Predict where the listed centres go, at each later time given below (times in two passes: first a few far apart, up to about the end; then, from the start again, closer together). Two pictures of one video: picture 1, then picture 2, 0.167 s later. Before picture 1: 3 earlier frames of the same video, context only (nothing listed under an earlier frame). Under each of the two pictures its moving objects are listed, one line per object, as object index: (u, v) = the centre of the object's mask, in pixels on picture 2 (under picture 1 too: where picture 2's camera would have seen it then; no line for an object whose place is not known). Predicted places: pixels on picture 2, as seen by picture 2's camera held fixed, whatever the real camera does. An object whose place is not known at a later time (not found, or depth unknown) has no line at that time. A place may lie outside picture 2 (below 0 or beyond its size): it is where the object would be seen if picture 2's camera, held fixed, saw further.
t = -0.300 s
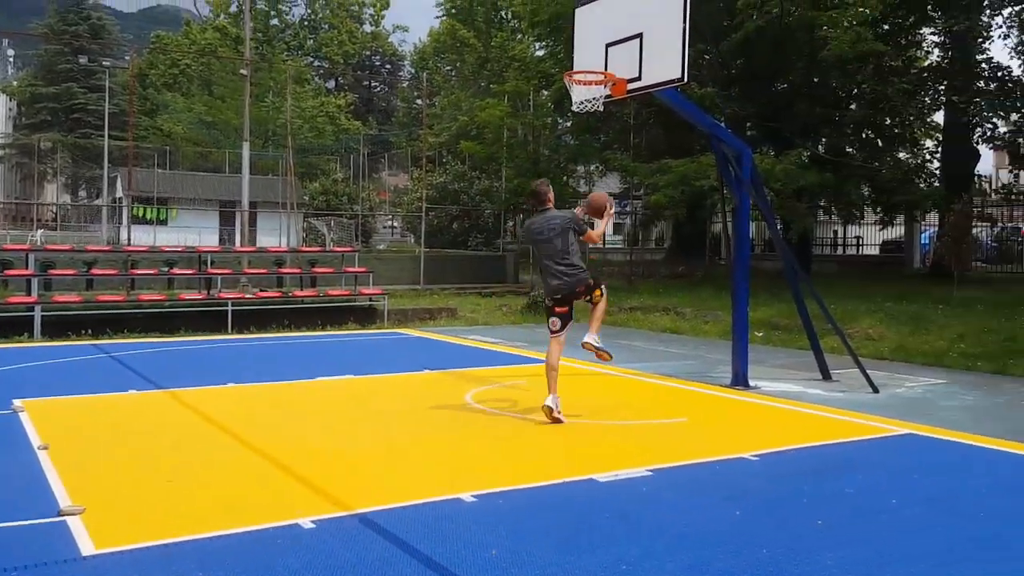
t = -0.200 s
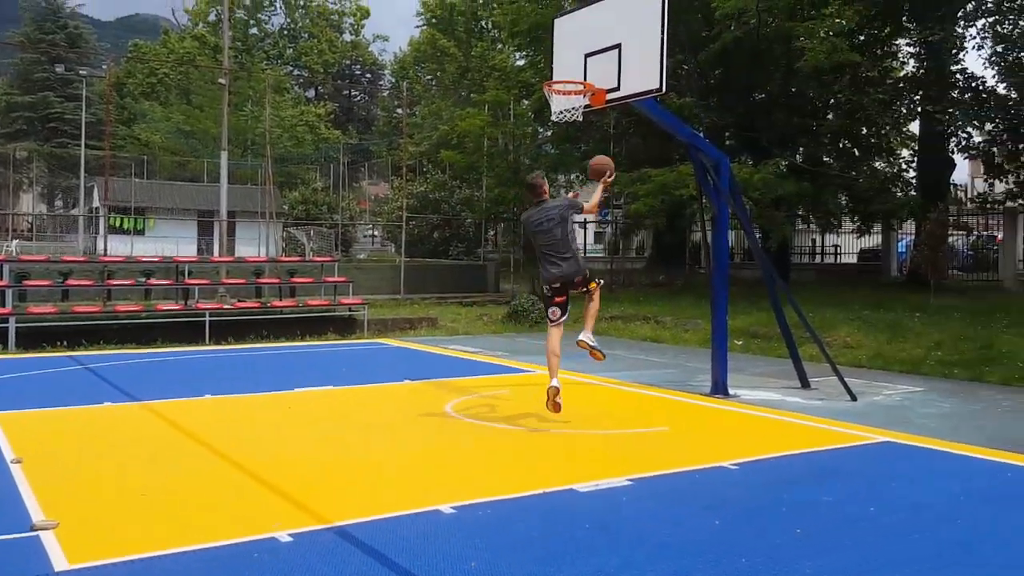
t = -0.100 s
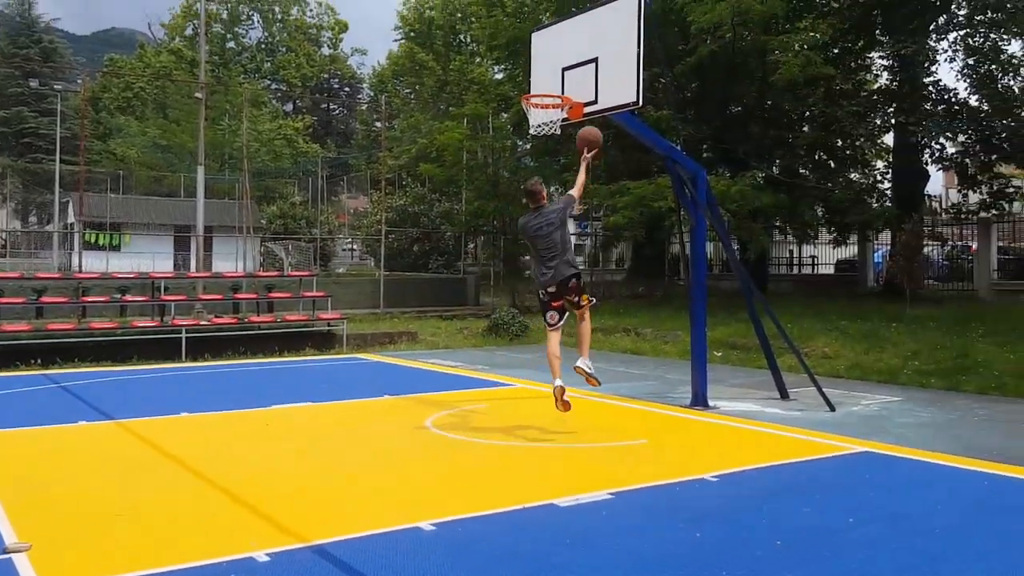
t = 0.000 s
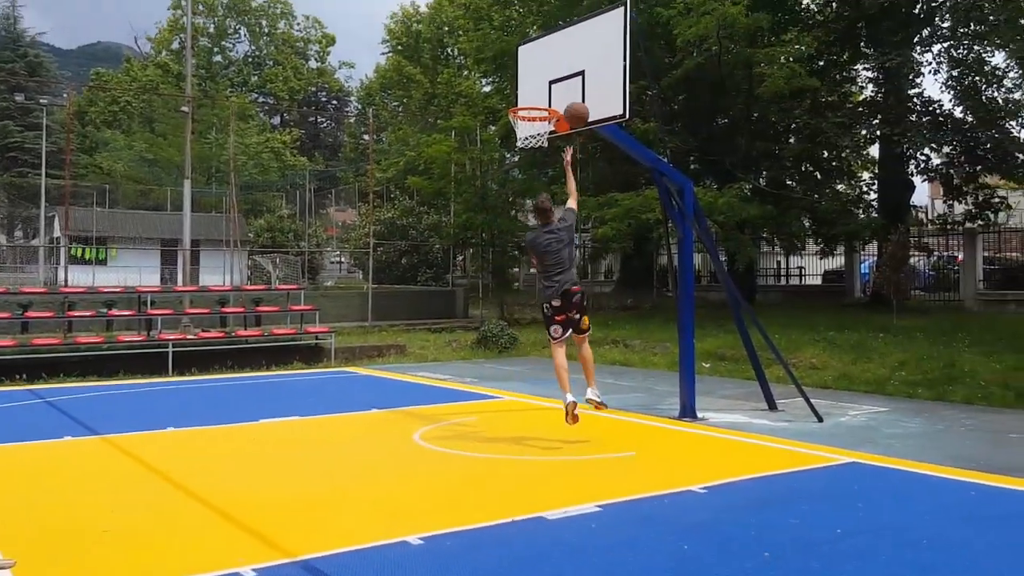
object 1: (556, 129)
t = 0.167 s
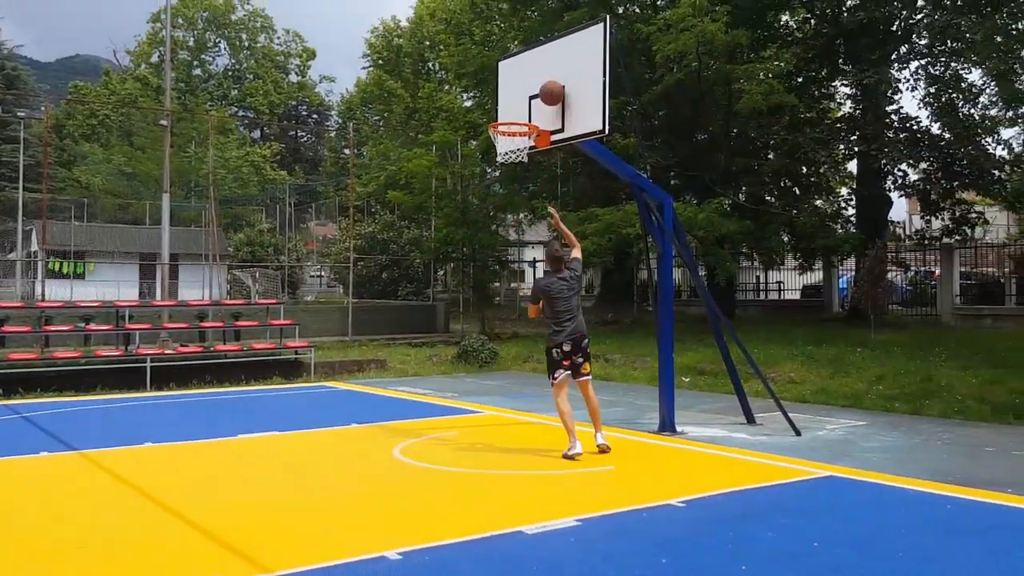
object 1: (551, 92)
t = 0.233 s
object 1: (543, 85)
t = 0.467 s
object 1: (513, 97)
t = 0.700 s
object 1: (519, 114)
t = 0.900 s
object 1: (513, 145)
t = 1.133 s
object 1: (505, 165)
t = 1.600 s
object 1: (496, 378)
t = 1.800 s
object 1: (494, 378)
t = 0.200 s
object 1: (547, 87)
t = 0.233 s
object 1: (543, 85)
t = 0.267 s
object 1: (539, 83)
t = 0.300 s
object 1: (535, 83)
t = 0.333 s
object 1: (530, 84)
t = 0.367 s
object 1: (526, 85)
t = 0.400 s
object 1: (522, 88)
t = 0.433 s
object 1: (517, 92)
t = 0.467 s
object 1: (513, 97)
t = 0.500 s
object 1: (510, 103)
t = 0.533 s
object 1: (505, 109)
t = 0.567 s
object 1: (502, 113)
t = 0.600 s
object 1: (506, 113)
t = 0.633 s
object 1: (511, 113)
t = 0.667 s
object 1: (516, 113)
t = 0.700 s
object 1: (519, 114)
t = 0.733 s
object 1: (518, 123)
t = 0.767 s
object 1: (516, 130)
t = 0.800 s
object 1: (515, 131)
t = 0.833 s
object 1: (513, 135)
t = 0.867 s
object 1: (513, 137)
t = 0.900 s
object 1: (513, 145)
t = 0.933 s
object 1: (510, 143)
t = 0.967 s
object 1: (509, 144)
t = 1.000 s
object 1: (508, 146)
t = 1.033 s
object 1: (507, 150)
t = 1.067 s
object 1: (507, 153)
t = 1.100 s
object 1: (506, 158)
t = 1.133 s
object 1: (505, 165)
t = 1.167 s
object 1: (505, 172)
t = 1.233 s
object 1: (504, 192)
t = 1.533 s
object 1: (498, 332)
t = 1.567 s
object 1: (497, 355)
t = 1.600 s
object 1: (496, 378)
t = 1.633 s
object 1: (495, 403)
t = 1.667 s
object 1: (495, 429)
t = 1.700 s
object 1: (494, 432)
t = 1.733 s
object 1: (494, 413)
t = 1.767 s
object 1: (494, 395)
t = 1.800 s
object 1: (494, 378)
